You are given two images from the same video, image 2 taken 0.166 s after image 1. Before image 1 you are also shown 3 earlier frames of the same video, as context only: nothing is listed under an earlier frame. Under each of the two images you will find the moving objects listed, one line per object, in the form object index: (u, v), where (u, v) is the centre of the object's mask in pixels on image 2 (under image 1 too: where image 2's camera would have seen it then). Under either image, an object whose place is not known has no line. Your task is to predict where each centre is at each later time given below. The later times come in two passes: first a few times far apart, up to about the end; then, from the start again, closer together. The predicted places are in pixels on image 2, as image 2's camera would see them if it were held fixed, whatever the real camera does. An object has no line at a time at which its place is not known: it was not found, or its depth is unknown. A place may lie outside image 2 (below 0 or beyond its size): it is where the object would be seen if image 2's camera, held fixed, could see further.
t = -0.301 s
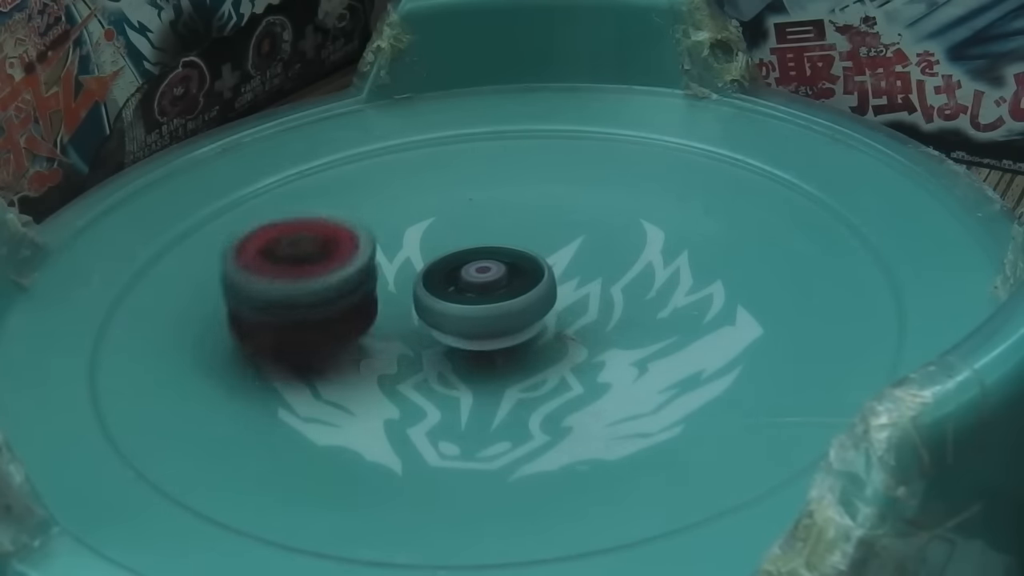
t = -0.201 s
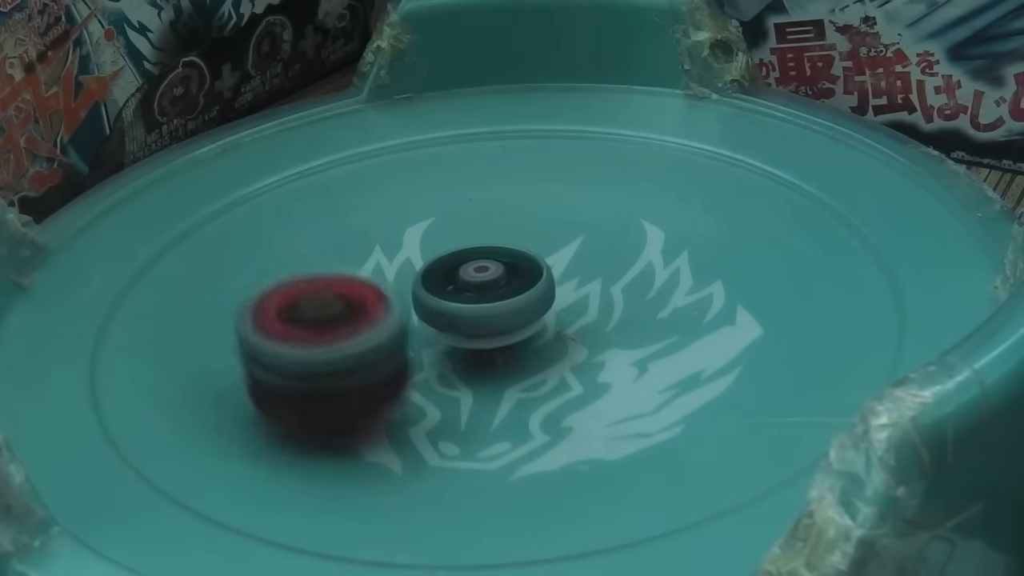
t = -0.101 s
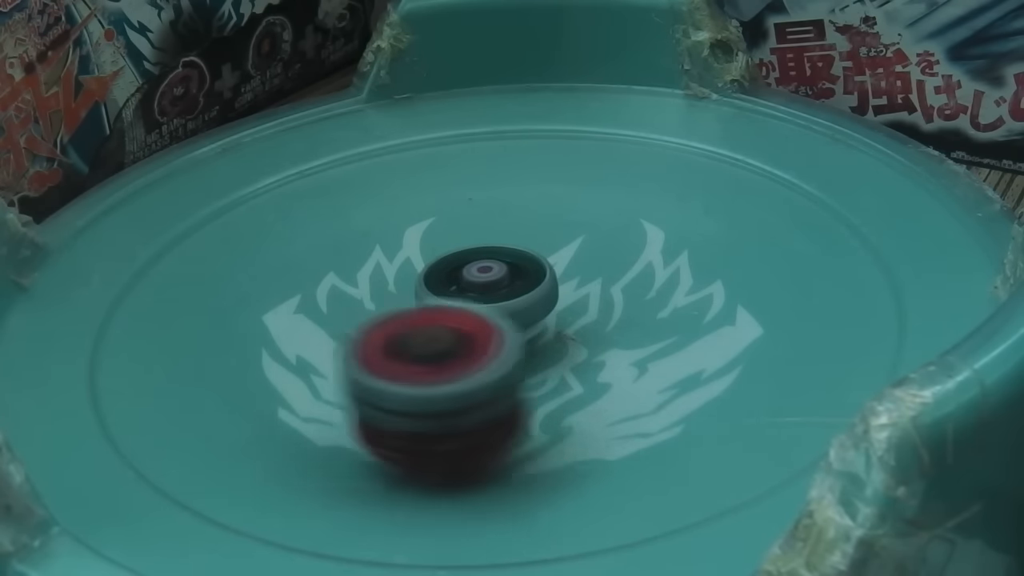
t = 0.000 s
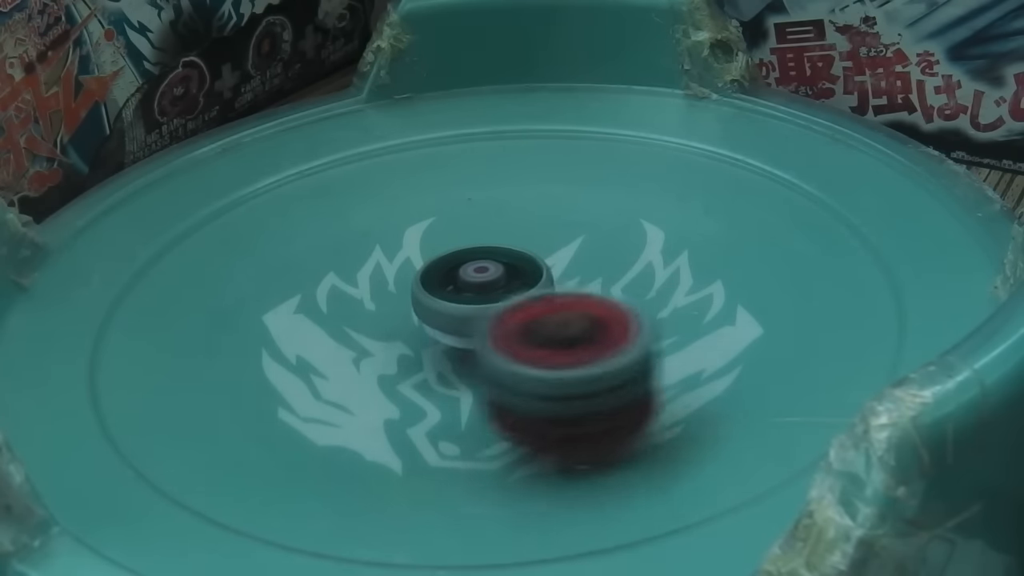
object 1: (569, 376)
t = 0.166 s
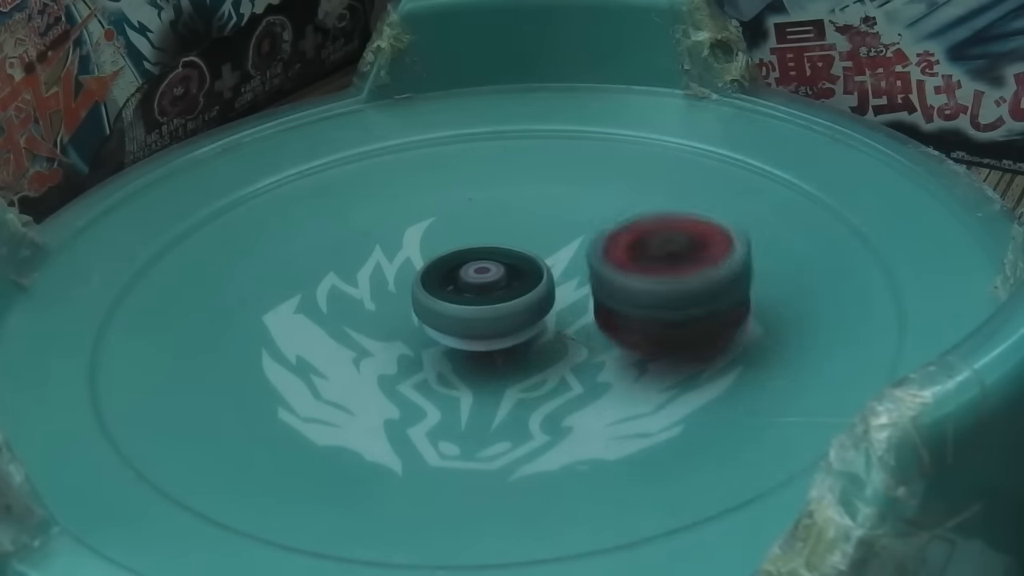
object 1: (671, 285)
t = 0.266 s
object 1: (639, 241)
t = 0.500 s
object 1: (412, 214)
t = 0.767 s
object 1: (338, 347)
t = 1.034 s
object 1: (626, 337)
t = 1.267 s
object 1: (615, 219)
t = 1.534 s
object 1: (366, 230)
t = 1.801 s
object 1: (351, 369)
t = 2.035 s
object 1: (633, 348)
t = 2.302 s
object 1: (620, 214)
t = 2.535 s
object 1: (395, 219)
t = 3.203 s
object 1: (677, 270)
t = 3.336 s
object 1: (613, 214)
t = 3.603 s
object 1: (364, 234)
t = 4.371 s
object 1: (614, 212)
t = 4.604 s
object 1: (390, 216)
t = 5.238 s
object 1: (686, 288)
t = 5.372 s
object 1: (647, 224)
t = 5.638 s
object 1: (397, 211)
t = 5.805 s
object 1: (290, 289)
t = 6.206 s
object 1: (638, 351)
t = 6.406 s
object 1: (673, 241)
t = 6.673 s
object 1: (448, 192)
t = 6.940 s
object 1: (288, 314)
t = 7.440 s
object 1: (692, 273)
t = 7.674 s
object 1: (555, 193)
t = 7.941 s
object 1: (318, 252)
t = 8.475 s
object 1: (670, 318)
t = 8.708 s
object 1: (614, 210)
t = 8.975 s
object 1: (373, 224)
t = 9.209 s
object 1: (307, 341)
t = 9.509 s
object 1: (616, 355)
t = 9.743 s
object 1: (661, 241)
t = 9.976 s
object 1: (477, 193)
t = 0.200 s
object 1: (667, 268)
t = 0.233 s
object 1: (656, 255)
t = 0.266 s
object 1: (639, 241)
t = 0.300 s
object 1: (617, 228)
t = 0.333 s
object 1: (590, 217)
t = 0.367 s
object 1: (560, 207)
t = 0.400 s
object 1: (524, 199)
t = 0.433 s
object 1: (486, 196)
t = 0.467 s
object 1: (447, 202)
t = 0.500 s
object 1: (412, 214)
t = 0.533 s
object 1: (381, 230)
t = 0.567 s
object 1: (356, 245)
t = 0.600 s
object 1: (336, 255)
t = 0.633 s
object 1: (319, 271)
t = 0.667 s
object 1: (312, 293)
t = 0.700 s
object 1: (311, 313)
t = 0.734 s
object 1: (320, 331)
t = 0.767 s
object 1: (338, 347)
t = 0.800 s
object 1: (366, 361)
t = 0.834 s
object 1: (401, 373)
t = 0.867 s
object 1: (438, 379)
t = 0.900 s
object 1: (478, 379)
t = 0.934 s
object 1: (518, 374)
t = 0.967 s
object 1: (556, 366)
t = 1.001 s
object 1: (594, 353)
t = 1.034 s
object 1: (626, 337)
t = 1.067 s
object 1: (650, 318)
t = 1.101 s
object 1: (662, 299)
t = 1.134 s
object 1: (666, 279)
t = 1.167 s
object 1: (664, 263)
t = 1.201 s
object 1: (653, 248)
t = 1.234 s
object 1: (636, 232)
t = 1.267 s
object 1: (615, 219)
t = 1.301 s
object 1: (589, 209)
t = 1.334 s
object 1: (561, 199)
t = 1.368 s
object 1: (528, 193)
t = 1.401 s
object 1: (493, 191)
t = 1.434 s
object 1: (458, 194)
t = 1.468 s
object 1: (425, 201)
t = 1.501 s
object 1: (393, 216)
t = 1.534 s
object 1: (366, 230)
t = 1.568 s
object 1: (340, 242)
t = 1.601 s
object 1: (319, 256)
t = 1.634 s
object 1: (304, 276)
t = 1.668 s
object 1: (296, 296)
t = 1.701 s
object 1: (296, 317)
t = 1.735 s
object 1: (305, 337)
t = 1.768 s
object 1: (323, 355)
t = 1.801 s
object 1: (351, 369)
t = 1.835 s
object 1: (388, 380)
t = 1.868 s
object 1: (429, 387)
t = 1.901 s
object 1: (472, 390)
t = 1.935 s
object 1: (516, 386)
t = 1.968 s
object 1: (558, 377)
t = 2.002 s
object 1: (598, 365)
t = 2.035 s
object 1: (633, 348)
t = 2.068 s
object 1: (659, 329)
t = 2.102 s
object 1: (675, 308)
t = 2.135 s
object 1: (682, 287)
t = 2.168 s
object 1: (683, 269)
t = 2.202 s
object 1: (676, 254)
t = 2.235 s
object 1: (663, 239)
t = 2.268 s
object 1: (643, 225)
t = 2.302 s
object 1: (620, 214)
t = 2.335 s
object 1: (593, 205)
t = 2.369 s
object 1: (562, 198)
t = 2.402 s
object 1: (529, 194)
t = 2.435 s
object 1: (494, 192)
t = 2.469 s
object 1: (459, 196)
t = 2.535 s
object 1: (395, 219)
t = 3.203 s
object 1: (677, 270)
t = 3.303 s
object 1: (636, 226)
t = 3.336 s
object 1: (613, 214)
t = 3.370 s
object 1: (585, 207)
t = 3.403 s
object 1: (555, 199)
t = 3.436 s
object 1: (523, 194)
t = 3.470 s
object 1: (488, 193)
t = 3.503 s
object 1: (454, 196)
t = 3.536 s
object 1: (420, 205)
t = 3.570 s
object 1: (390, 220)
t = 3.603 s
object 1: (364, 234)
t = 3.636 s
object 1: (338, 246)
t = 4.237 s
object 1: (678, 267)
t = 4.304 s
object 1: (656, 236)
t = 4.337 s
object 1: (637, 223)
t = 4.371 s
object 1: (614, 212)
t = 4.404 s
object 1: (586, 204)
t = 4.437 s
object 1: (555, 195)
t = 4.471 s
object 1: (523, 192)
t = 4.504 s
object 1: (488, 191)
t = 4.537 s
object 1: (453, 196)
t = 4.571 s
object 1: (419, 206)
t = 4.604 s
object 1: (390, 216)
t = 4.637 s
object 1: (363, 231)
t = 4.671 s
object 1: (339, 246)
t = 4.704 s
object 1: (320, 262)
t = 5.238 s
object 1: (686, 288)
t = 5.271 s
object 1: (686, 269)
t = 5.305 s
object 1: (679, 255)
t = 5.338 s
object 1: (665, 239)
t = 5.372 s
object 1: (647, 224)
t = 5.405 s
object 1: (624, 213)
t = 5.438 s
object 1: (596, 203)
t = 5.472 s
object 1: (566, 197)
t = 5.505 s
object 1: (532, 192)
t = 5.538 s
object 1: (498, 190)
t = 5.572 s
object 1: (463, 193)
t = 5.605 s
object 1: (429, 200)
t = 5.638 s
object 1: (397, 211)
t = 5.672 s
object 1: (369, 225)
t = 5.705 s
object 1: (340, 237)
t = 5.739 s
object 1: (319, 251)
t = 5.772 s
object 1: (300, 269)
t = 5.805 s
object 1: (290, 289)
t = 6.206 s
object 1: (638, 351)
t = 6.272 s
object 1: (679, 311)
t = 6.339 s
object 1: (689, 272)
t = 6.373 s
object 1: (684, 256)
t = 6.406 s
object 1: (673, 241)
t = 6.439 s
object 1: (656, 226)
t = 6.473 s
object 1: (635, 214)
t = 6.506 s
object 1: (609, 204)
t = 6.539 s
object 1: (581, 197)
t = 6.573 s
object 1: (549, 191)
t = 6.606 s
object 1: (516, 188)
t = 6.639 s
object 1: (482, 187)
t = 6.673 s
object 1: (448, 192)
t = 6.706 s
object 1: (416, 201)
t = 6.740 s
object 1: (386, 212)
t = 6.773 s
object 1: (358, 226)
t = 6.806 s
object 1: (332, 240)
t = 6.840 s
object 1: (312, 254)
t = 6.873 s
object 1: (296, 273)
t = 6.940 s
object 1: (288, 314)
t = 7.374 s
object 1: (681, 312)
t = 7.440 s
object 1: (692, 273)
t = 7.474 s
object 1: (686, 257)
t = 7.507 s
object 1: (675, 243)
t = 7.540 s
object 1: (659, 228)
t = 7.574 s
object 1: (638, 216)
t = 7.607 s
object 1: (613, 206)
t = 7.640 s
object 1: (586, 199)
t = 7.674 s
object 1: (555, 193)
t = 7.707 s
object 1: (523, 189)
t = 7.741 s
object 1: (489, 189)
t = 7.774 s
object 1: (455, 193)
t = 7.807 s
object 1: (422, 201)
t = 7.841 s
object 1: (392, 214)
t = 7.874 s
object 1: (364, 226)
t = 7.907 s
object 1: (339, 240)
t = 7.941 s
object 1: (318, 252)
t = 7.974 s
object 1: (301, 271)
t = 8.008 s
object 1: (292, 290)
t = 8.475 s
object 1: (670, 318)
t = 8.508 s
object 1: (681, 299)
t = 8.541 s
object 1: (684, 280)
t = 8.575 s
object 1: (681, 262)
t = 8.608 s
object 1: (672, 250)
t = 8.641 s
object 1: (657, 231)
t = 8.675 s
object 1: (637, 222)
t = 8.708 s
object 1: (614, 210)
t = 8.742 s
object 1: (588, 203)
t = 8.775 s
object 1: (558, 196)
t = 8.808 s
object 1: (528, 191)
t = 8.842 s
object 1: (494, 189)
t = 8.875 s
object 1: (461, 192)
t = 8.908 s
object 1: (430, 200)
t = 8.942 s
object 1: (400, 210)
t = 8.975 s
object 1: (373, 224)
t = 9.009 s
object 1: (346, 236)
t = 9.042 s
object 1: (325, 249)
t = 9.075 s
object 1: (308, 266)
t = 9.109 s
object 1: (296, 284)
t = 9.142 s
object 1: (292, 304)
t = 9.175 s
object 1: (296, 322)
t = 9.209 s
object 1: (307, 341)
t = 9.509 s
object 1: (616, 355)
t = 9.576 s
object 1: (664, 320)
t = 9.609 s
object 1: (677, 303)
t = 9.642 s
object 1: (681, 284)
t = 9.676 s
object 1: (680, 268)
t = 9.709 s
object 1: (673, 254)
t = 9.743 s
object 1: (661, 241)
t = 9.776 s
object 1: (644, 227)
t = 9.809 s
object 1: (623, 216)
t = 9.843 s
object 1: (598, 207)
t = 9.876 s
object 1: (570, 202)
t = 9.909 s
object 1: (541, 196)
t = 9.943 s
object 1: (510, 192)
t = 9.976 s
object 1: (477, 193)
